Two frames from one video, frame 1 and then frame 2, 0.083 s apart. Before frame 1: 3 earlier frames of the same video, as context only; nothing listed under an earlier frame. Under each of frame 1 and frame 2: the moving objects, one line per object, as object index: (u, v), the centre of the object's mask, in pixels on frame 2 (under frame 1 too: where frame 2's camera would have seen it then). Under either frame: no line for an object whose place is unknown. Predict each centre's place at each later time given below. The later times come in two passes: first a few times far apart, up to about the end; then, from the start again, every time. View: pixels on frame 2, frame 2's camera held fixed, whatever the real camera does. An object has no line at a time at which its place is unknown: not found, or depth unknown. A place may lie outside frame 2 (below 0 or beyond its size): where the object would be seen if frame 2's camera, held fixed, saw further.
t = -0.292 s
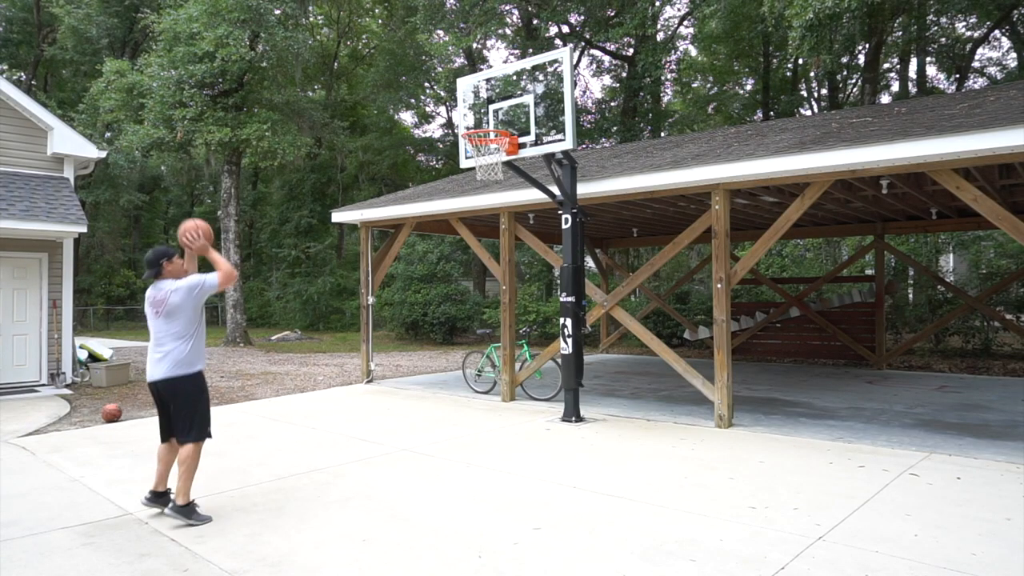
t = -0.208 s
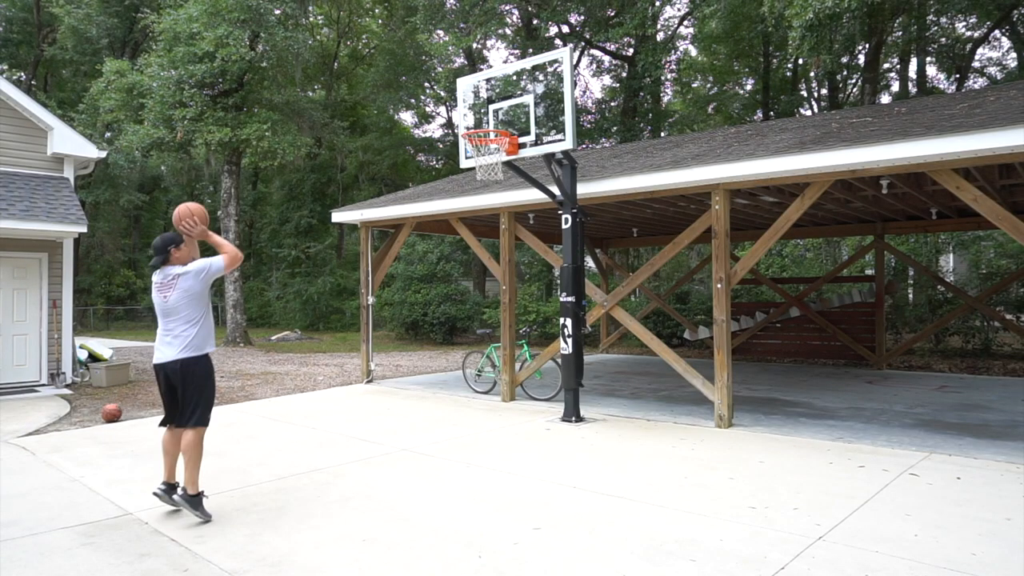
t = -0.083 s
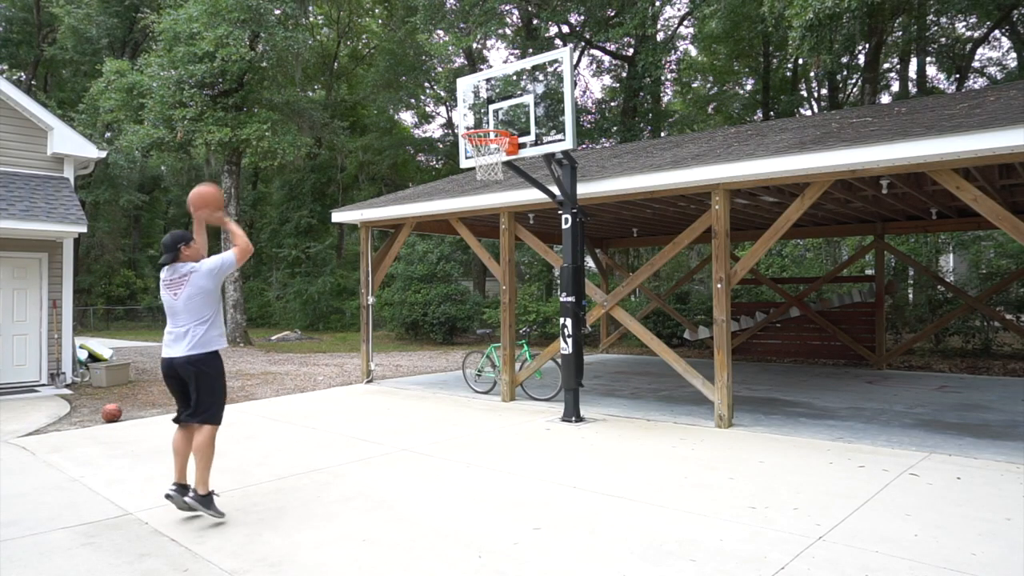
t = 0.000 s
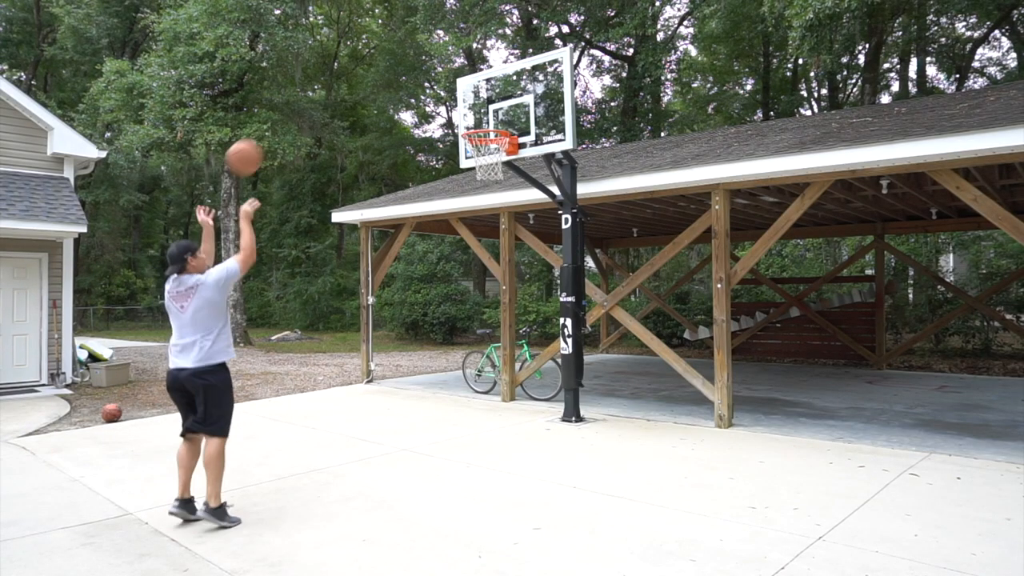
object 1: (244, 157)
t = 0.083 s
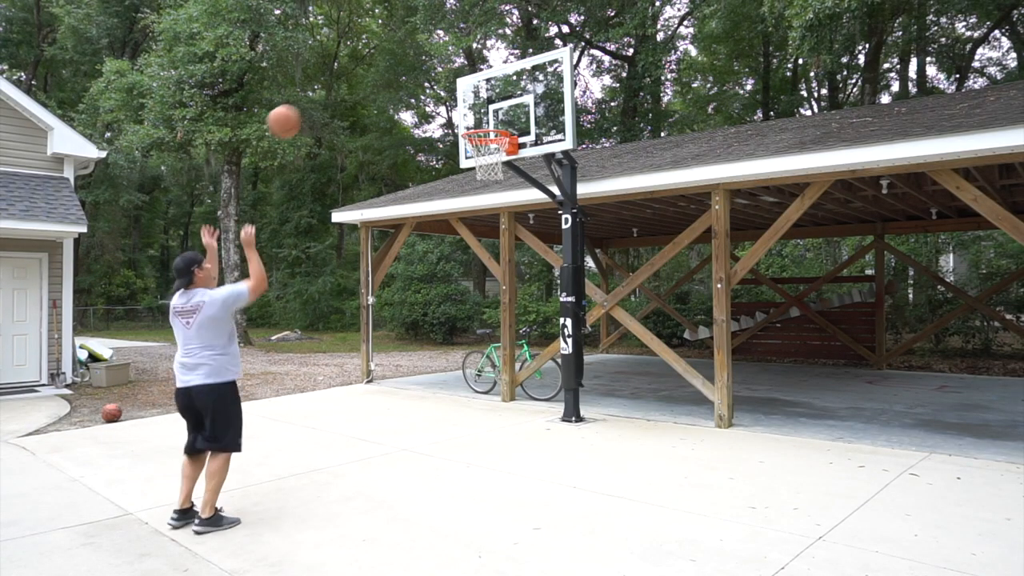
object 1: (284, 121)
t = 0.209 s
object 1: (337, 88)
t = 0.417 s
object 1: (413, 78)
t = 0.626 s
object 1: (477, 113)
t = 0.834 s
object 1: (486, 156)
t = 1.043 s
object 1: (469, 172)
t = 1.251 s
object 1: (456, 219)
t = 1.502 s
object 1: (440, 337)
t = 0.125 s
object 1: (302, 108)
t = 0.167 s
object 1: (320, 97)
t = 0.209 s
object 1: (337, 88)
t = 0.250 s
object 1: (354, 83)
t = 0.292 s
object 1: (369, 78)
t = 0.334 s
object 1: (385, 76)
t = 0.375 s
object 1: (399, 77)
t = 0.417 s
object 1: (413, 78)
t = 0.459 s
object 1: (427, 82)
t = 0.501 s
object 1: (441, 87)
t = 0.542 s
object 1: (452, 94)
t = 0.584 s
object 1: (465, 102)
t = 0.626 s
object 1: (477, 113)
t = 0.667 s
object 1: (488, 121)
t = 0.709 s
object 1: (494, 130)
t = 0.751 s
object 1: (494, 143)
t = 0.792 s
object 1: (491, 151)
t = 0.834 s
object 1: (486, 156)
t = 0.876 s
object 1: (483, 158)
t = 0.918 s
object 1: (480, 159)
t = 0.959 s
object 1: (475, 160)
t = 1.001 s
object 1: (471, 162)
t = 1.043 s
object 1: (469, 172)
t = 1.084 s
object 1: (466, 175)
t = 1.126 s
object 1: (464, 181)
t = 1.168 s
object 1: (461, 191)
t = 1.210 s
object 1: (459, 204)
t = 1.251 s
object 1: (456, 219)
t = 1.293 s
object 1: (453, 232)
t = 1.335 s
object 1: (451, 250)
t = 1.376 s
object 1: (448, 269)
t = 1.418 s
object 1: (446, 290)
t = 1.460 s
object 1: (443, 314)
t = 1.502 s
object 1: (440, 337)
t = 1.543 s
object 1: (437, 365)
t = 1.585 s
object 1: (435, 393)
